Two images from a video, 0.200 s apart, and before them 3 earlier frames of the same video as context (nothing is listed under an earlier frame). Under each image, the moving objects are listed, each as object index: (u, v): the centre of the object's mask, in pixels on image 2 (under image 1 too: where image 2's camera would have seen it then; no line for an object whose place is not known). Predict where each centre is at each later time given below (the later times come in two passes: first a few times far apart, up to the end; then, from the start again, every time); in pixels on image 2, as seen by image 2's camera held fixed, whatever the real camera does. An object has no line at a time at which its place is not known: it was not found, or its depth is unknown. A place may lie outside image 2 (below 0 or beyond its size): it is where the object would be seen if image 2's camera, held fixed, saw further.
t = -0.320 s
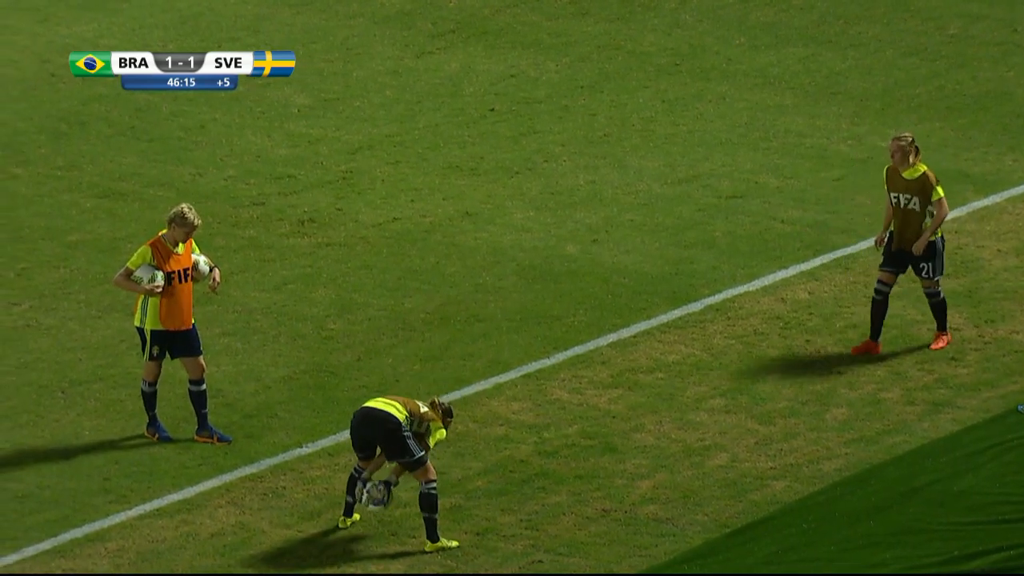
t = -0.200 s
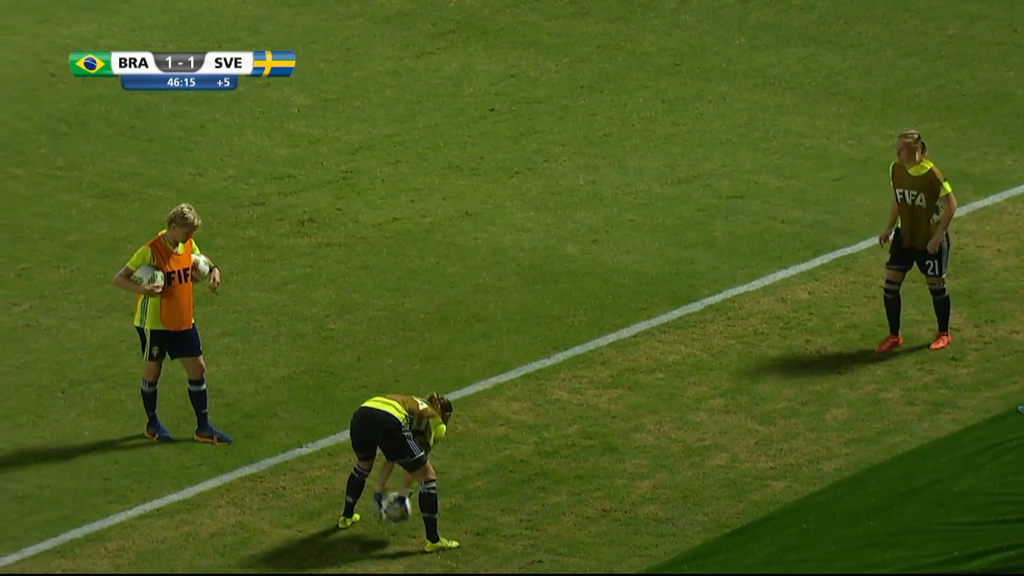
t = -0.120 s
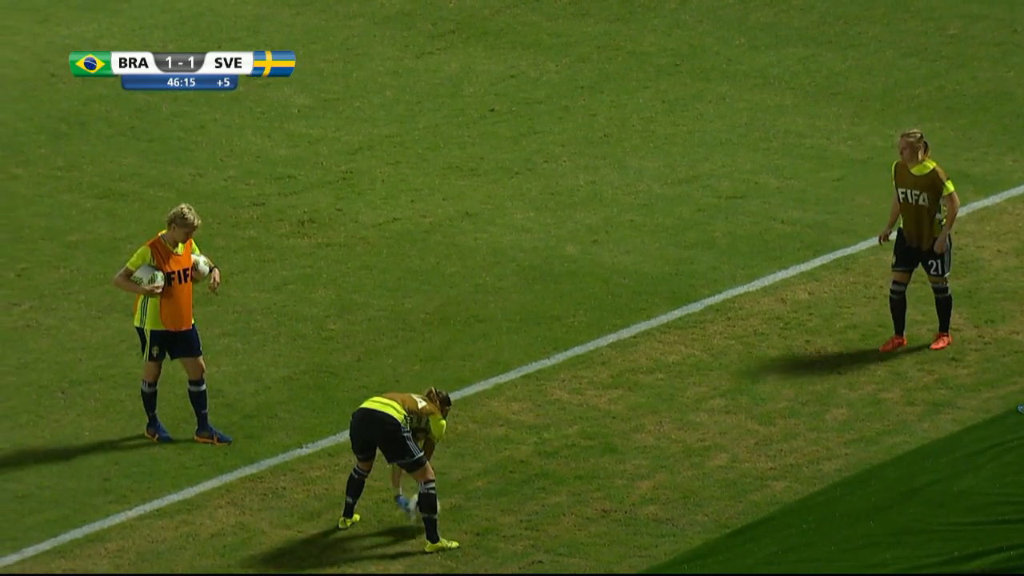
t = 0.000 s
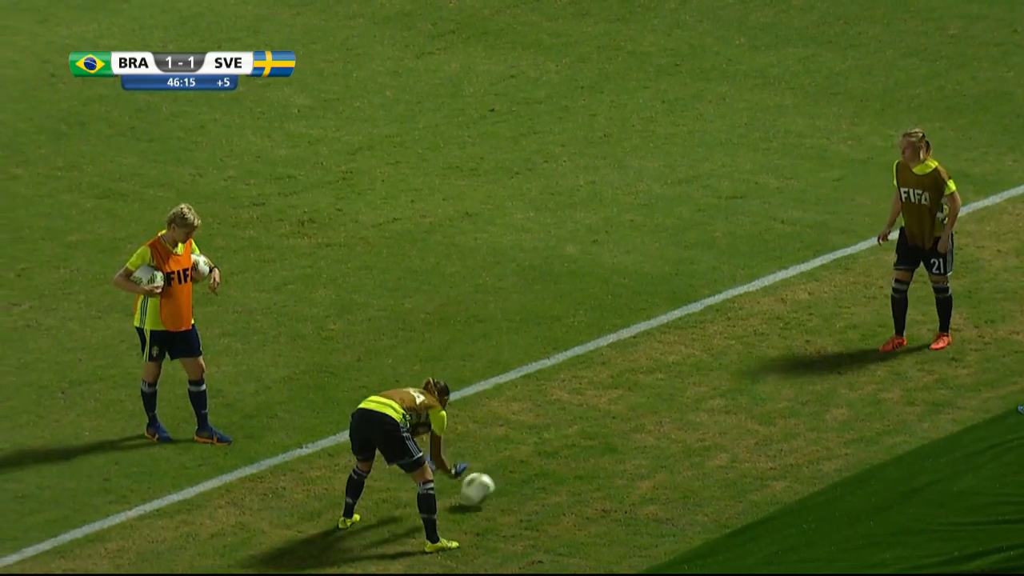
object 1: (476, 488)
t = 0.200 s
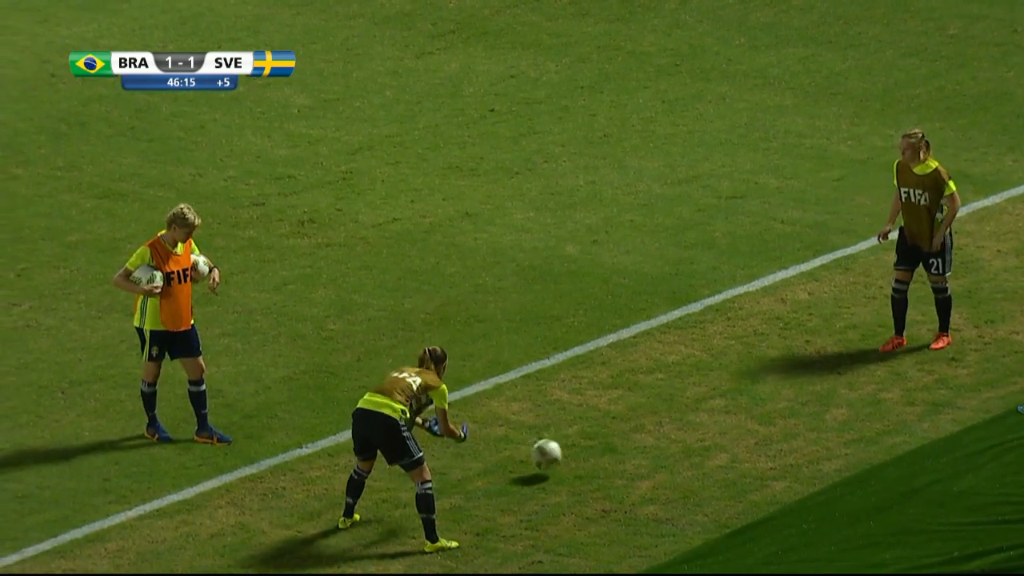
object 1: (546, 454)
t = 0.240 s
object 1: (559, 452)
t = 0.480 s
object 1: (626, 425)
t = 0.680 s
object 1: (679, 405)
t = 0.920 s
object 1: (740, 383)
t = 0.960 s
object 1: (750, 379)
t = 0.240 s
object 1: (559, 452)
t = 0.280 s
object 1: (571, 452)
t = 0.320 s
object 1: (582, 443)
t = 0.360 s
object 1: (594, 438)
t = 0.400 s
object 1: (604, 434)
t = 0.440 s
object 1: (615, 432)
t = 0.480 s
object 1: (626, 425)
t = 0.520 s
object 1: (636, 419)
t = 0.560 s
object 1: (647, 415)
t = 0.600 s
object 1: (657, 414)
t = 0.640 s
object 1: (668, 410)
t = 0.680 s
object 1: (679, 405)
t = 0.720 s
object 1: (690, 402)
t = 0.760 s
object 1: (700, 398)
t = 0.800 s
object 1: (711, 393)
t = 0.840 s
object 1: (720, 389)
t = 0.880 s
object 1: (730, 386)
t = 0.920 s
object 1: (740, 383)
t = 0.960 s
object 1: (750, 379)
